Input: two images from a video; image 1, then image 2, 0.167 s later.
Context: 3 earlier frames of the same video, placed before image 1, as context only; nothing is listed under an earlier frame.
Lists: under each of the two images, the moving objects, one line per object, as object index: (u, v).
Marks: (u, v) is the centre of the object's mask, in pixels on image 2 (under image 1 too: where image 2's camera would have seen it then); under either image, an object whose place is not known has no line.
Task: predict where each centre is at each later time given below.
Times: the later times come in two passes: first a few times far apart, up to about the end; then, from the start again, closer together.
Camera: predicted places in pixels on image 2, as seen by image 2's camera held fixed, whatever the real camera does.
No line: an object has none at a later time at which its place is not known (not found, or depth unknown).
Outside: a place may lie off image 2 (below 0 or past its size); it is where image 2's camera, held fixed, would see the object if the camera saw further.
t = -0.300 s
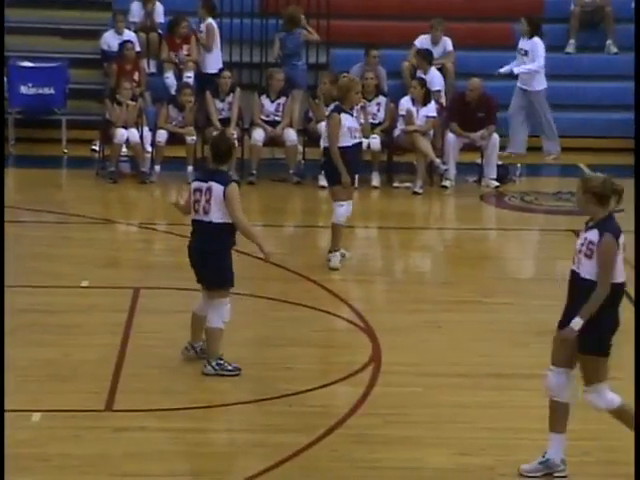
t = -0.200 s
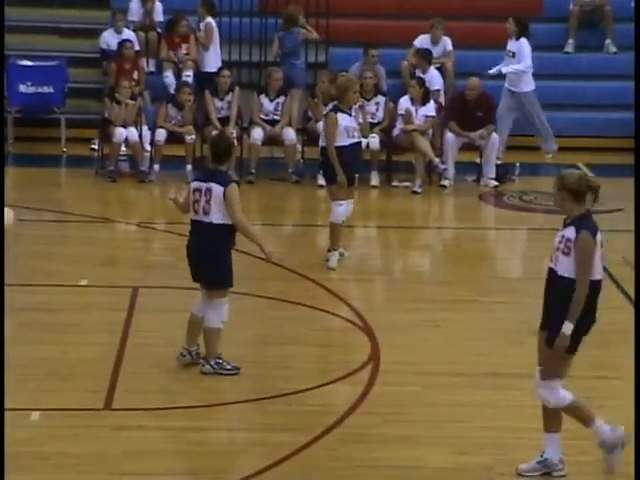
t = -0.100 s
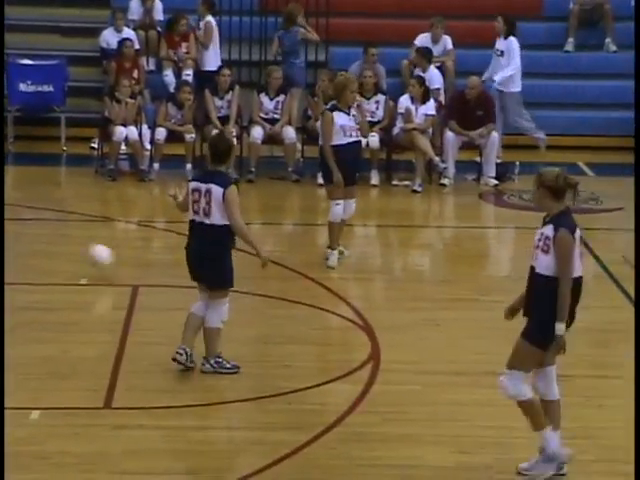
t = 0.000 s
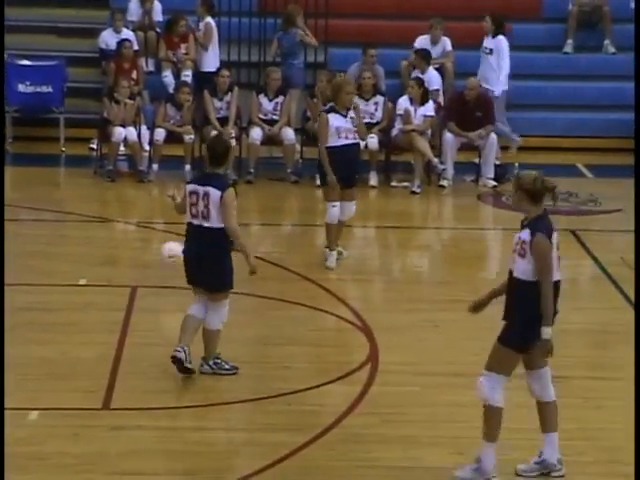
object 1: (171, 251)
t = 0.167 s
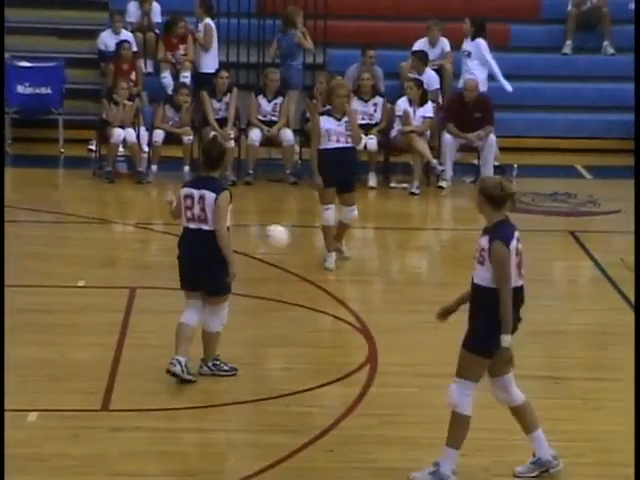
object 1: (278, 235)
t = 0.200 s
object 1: (298, 237)
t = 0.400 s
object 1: (418, 268)
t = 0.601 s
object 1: (554, 289)
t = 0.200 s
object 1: (298, 237)
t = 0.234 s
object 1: (319, 240)
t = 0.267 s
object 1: (340, 243)
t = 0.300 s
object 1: (360, 248)
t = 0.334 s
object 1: (381, 254)
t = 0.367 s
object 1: (402, 261)
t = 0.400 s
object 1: (418, 268)
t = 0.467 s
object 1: (471, 294)
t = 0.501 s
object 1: (487, 310)
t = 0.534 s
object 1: (509, 301)
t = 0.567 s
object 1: (531, 296)
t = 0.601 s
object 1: (554, 289)
